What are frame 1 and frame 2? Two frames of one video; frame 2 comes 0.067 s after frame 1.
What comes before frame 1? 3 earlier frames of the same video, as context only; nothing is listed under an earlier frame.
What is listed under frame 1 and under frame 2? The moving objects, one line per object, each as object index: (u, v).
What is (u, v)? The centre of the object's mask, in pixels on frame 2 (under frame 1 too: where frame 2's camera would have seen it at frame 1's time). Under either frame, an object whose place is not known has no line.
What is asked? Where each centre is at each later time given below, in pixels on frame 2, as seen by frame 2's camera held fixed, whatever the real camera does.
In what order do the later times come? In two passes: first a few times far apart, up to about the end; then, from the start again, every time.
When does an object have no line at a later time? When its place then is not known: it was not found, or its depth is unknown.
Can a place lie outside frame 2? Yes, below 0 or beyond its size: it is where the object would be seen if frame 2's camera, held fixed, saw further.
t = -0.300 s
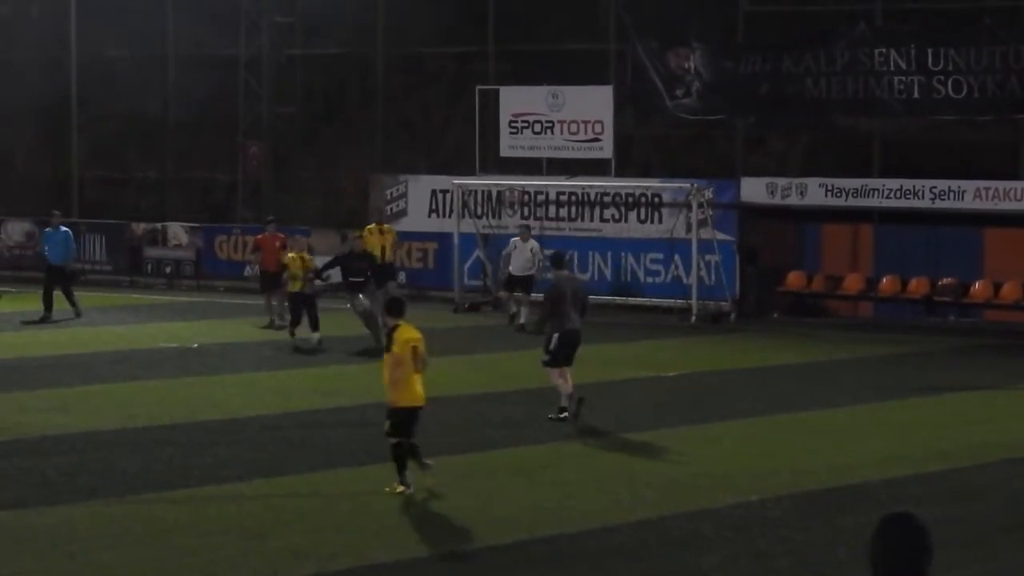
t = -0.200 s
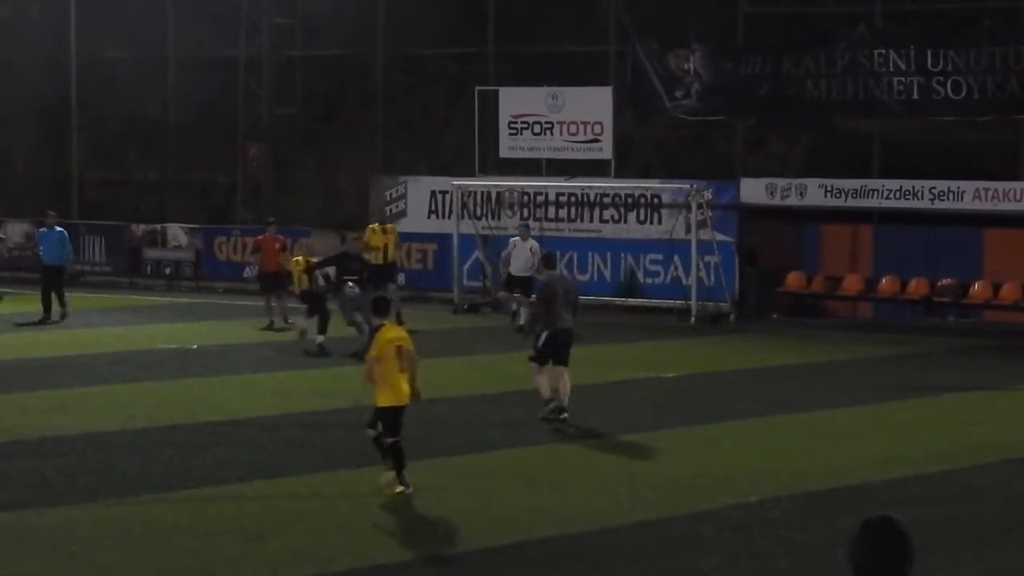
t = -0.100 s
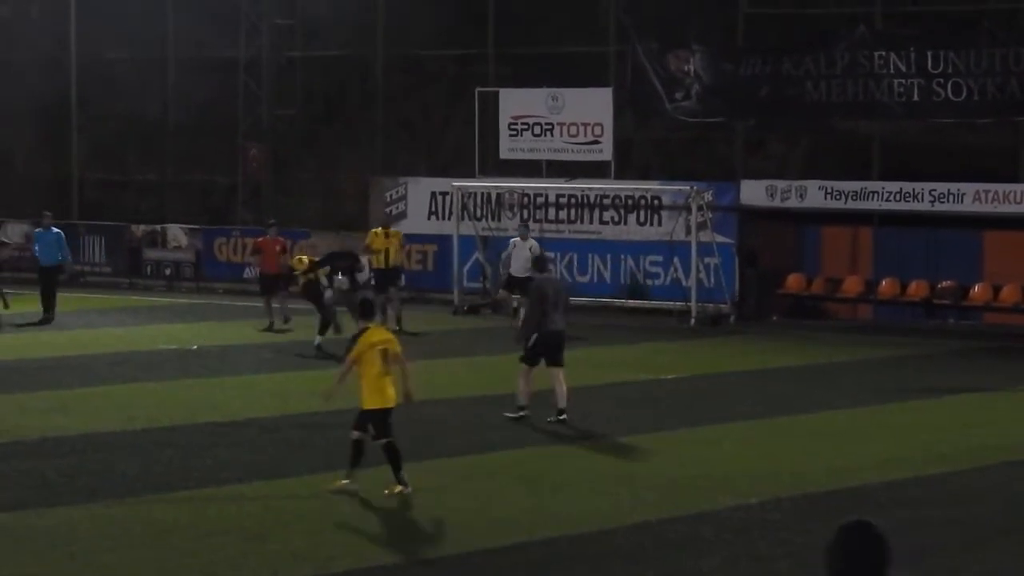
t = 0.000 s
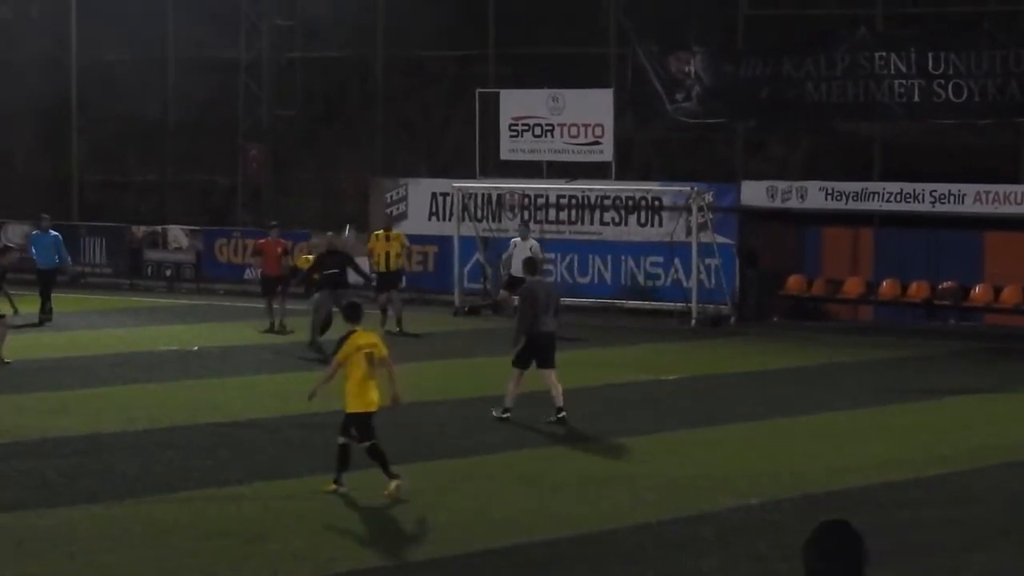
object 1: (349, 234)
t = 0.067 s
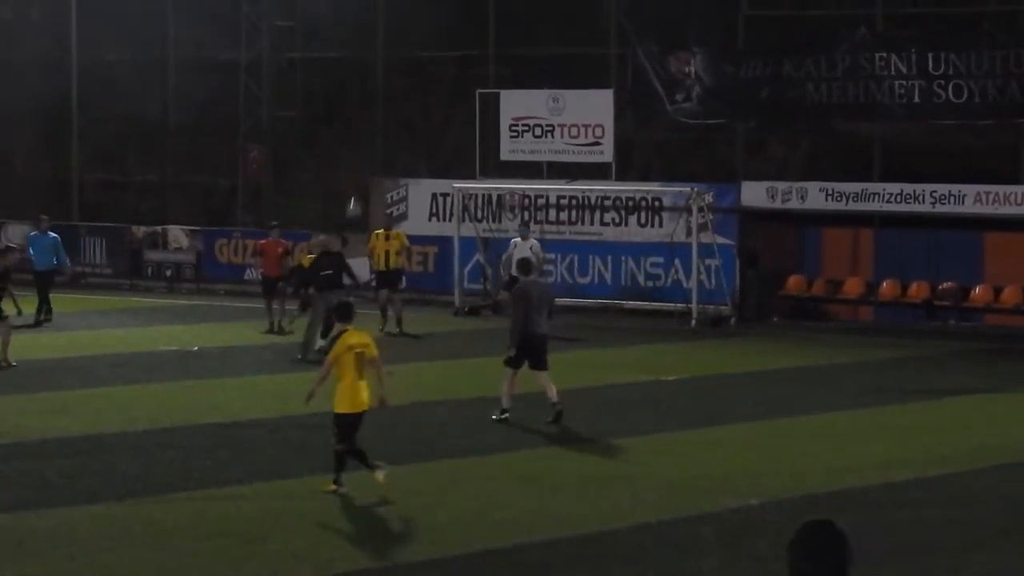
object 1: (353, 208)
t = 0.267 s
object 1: (367, 143)
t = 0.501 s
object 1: (381, 103)
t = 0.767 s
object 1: (397, 104)
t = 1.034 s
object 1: (412, 153)
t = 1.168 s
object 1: (419, 196)
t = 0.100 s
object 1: (356, 195)
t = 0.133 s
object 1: (358, 184)
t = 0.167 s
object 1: (360, 172)
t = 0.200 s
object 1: (362, 161)
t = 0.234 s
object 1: (365, 152)
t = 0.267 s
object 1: (367, 143)
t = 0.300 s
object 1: (369, 135)
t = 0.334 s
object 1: (371, 128)
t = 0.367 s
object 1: (372, 121)
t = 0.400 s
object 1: (375, 116)
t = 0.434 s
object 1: (377, 110)
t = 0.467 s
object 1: (379, 106)
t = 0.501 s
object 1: (381, 103)
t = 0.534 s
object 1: (383, 100)
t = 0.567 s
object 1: (386, 99)
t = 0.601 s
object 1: (387, 98)
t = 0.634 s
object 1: (389, 97)
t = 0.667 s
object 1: (391, 98)
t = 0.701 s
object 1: (393, 99)
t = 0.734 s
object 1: (395, 101)
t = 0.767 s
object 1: (397, 104)
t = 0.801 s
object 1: (399, 107)
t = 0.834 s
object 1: (400, 112)
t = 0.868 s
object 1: (403, 117)
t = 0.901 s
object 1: (405, 123)
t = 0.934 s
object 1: (406, 129)
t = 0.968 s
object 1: (408, 136)
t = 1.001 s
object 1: (411, 145)
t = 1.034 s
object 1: (412, 153)
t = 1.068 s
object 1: (413, 163)
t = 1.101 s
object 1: (417, 173)
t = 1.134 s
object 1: (418, 184)
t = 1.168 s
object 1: (419, 196)
